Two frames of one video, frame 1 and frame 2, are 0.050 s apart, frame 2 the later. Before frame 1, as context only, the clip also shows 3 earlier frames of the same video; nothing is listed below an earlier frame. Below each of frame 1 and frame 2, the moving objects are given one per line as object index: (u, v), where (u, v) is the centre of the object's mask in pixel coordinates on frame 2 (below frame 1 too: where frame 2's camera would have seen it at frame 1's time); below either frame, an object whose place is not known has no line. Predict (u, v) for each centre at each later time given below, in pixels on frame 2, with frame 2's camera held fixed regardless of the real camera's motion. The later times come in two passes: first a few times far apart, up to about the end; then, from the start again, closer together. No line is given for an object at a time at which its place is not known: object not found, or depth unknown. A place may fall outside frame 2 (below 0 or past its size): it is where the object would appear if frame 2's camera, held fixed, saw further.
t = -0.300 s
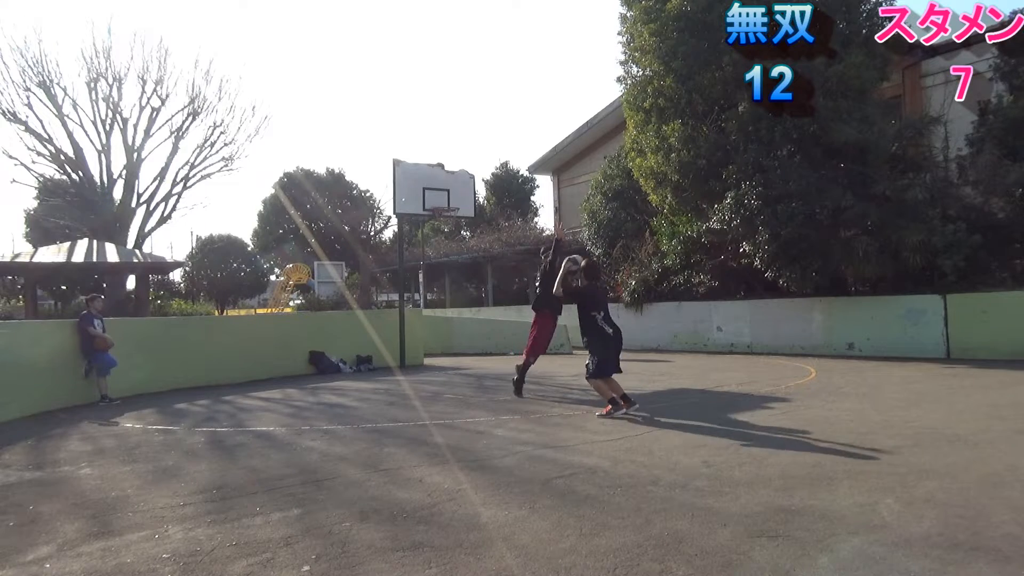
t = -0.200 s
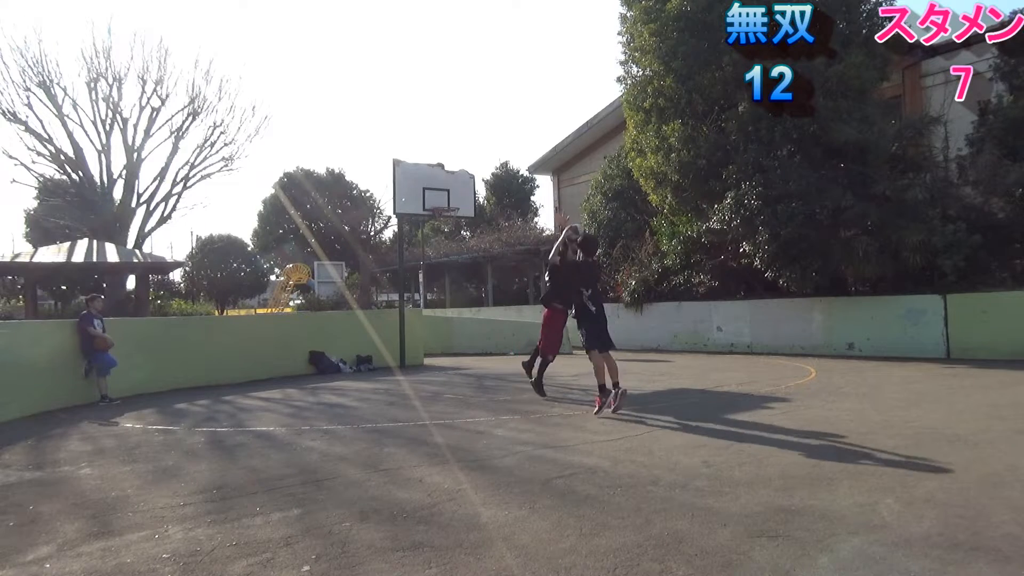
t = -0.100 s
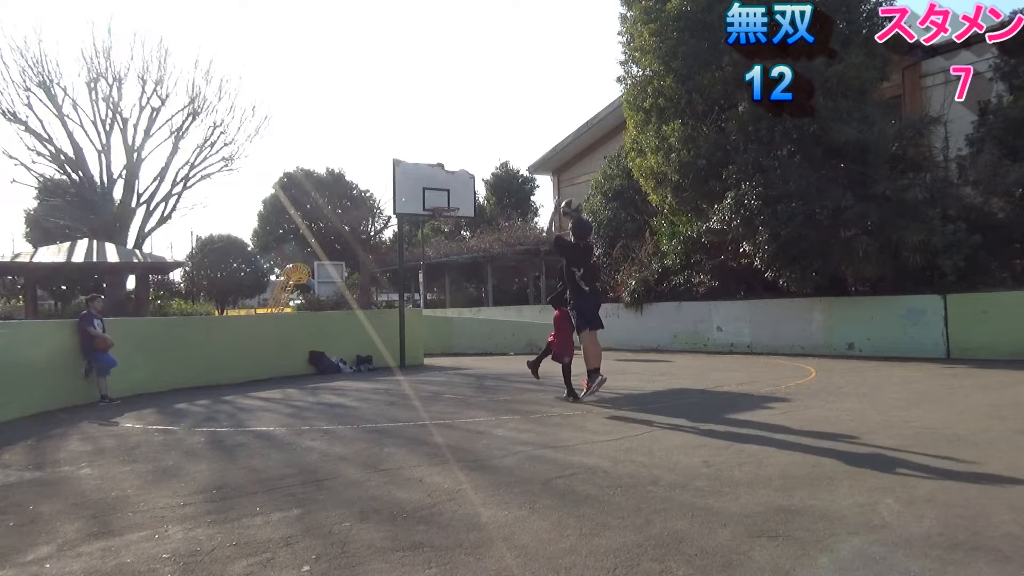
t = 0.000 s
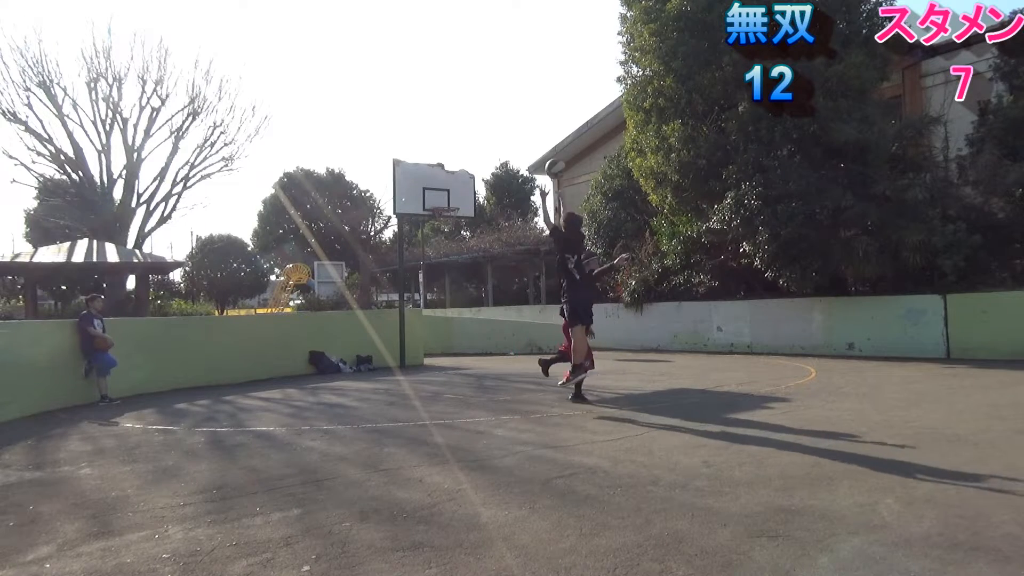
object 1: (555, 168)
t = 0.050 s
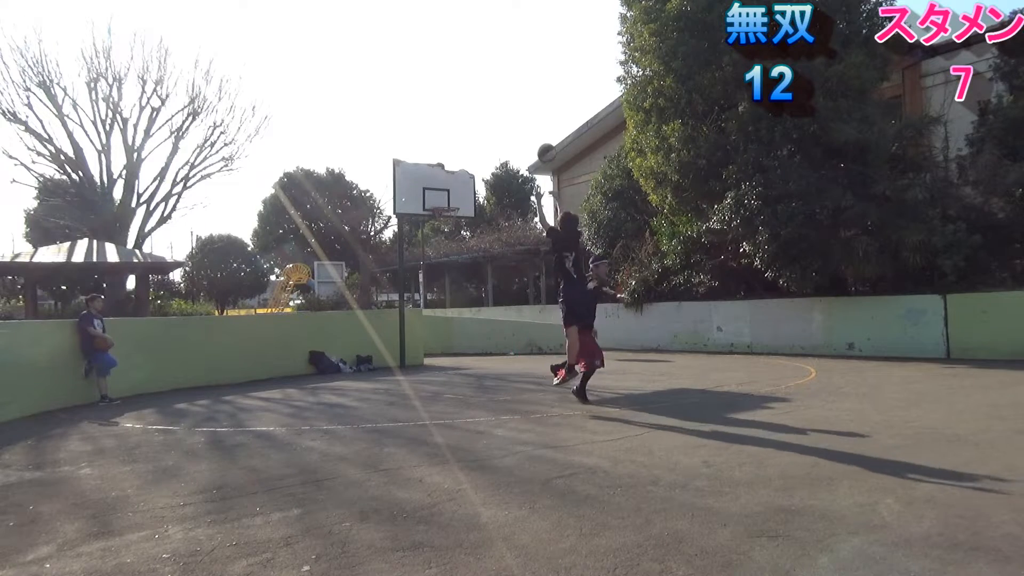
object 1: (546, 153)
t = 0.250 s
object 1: (516, 115)
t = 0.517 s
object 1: (486, 114)
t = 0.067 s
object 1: (544, 148)
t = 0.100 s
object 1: (538, 140)
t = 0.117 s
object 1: (535, 136)
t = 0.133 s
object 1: (533, 132)
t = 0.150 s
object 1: (530, 129)
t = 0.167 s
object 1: (528, 126)
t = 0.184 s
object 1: (525, 123)
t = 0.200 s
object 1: (523, 121)
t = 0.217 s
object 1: (521, 119)
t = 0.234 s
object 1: (518, 117)
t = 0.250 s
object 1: (516, 115)
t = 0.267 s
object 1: (514, 113)
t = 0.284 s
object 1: (512, 112)
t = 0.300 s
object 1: (510, 111)
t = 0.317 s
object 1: (508, 110)
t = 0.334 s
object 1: (506, 109)
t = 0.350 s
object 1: (504, 109)
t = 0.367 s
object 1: (502, 109)
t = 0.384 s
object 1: (500, 108)
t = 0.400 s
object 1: (498, 109)
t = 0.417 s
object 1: (496, 109)
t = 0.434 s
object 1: (495, 109)
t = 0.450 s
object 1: (493, 110)
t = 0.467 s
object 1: (491, 111)
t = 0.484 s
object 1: (489, 112)
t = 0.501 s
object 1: (488, 113)
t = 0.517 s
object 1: (486, 114)
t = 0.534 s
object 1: (485, 116)
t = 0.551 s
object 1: (483, 117)
